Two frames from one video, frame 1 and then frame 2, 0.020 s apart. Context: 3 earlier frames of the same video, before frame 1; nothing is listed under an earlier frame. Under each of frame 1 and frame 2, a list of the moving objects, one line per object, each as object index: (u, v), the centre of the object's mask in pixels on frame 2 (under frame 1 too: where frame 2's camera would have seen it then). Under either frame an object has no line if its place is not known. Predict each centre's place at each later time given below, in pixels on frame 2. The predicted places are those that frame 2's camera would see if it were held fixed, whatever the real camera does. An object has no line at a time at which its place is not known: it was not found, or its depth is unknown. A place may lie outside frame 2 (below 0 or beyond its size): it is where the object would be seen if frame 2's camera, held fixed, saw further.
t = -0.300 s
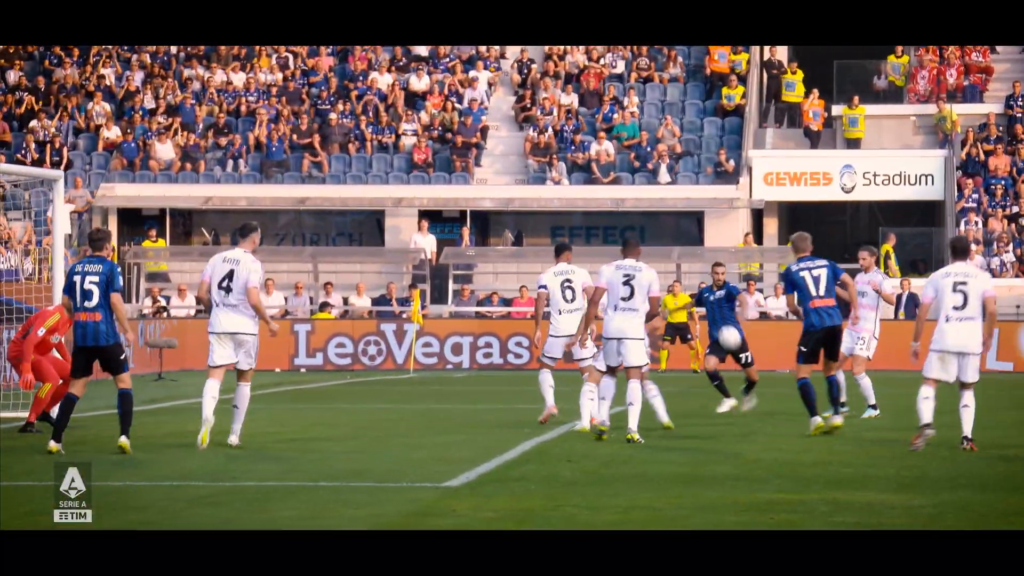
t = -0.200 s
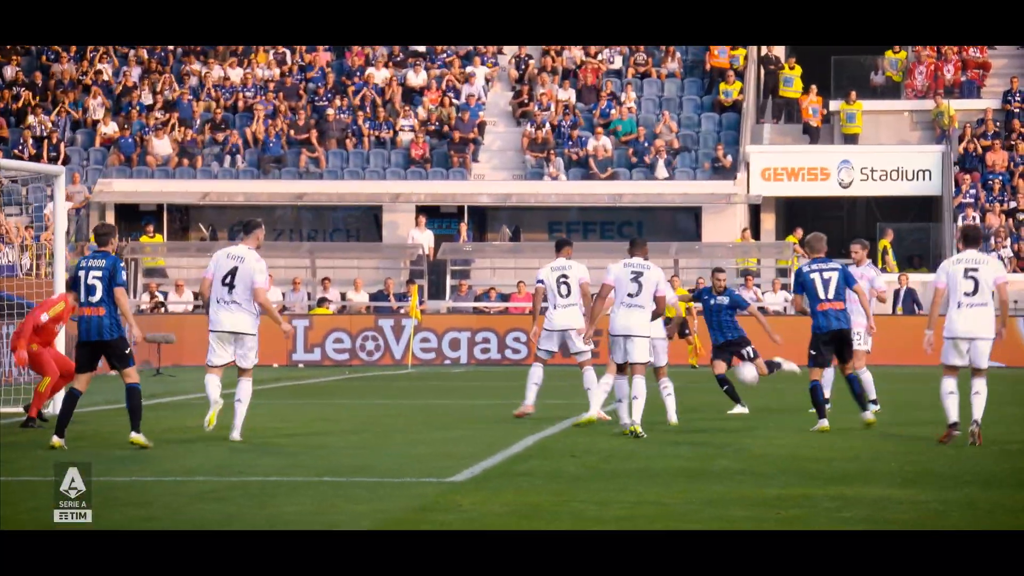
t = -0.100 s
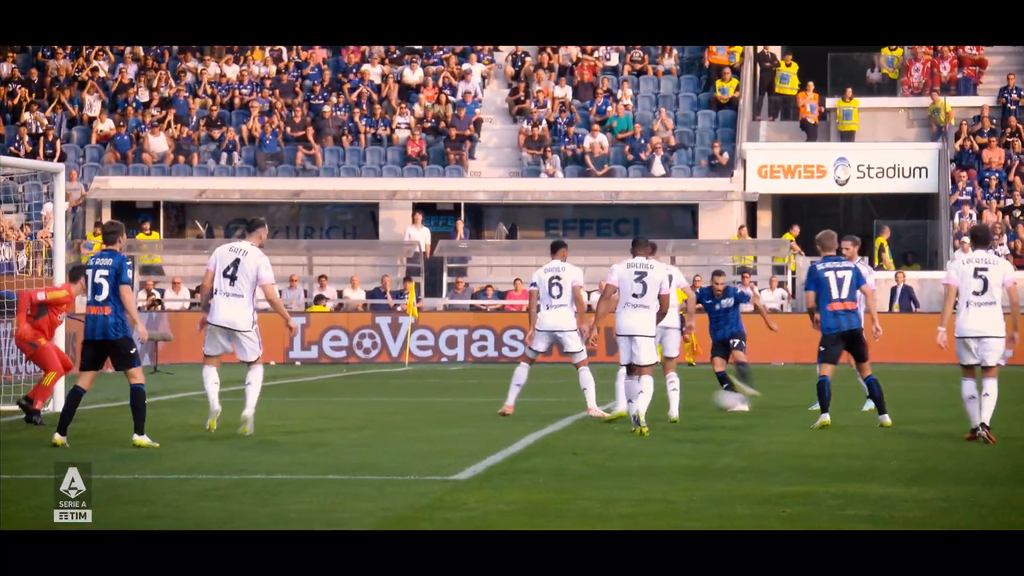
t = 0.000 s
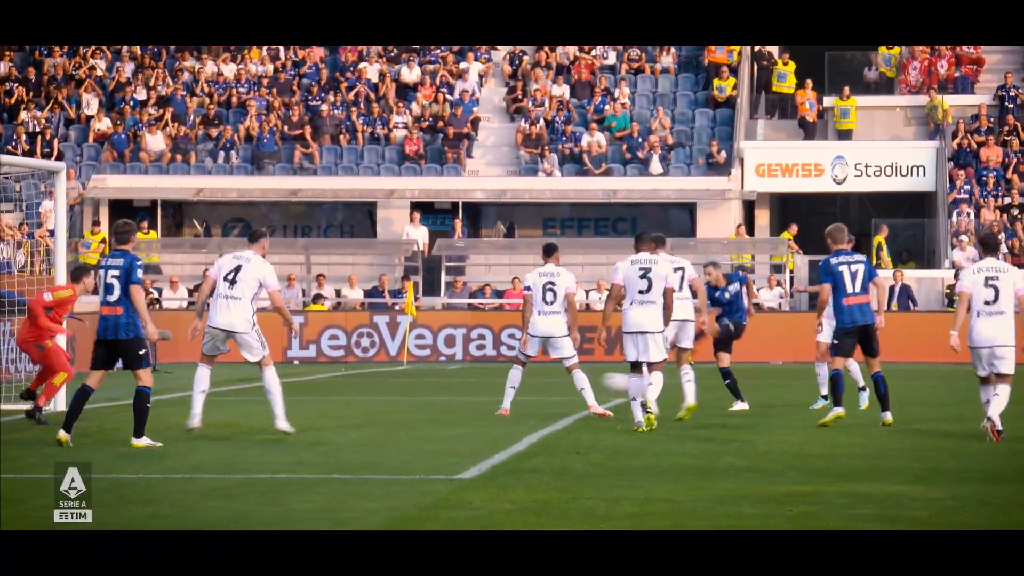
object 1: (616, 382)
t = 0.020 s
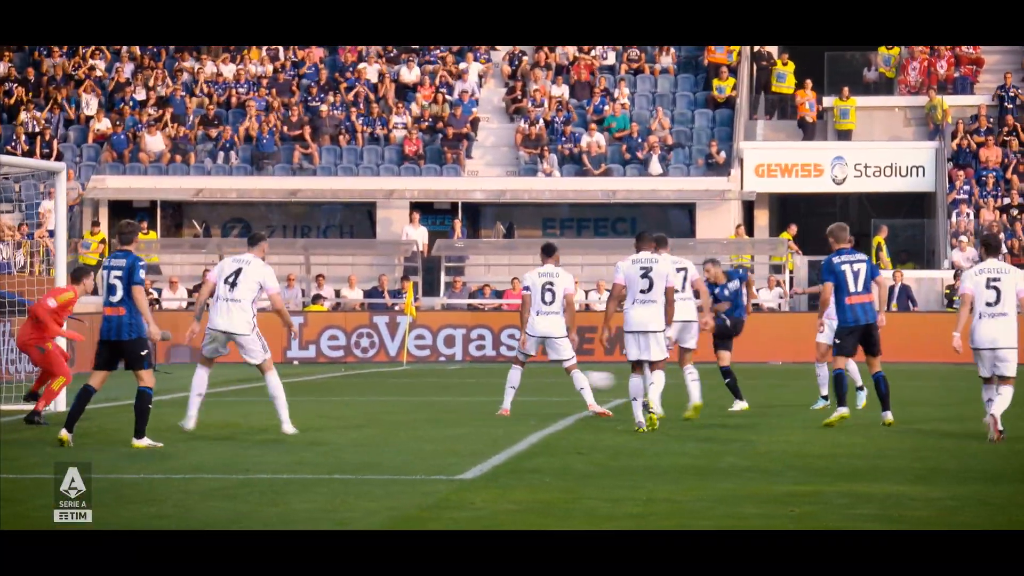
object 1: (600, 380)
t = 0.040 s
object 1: (565, 379)
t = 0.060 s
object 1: (552, 377)
